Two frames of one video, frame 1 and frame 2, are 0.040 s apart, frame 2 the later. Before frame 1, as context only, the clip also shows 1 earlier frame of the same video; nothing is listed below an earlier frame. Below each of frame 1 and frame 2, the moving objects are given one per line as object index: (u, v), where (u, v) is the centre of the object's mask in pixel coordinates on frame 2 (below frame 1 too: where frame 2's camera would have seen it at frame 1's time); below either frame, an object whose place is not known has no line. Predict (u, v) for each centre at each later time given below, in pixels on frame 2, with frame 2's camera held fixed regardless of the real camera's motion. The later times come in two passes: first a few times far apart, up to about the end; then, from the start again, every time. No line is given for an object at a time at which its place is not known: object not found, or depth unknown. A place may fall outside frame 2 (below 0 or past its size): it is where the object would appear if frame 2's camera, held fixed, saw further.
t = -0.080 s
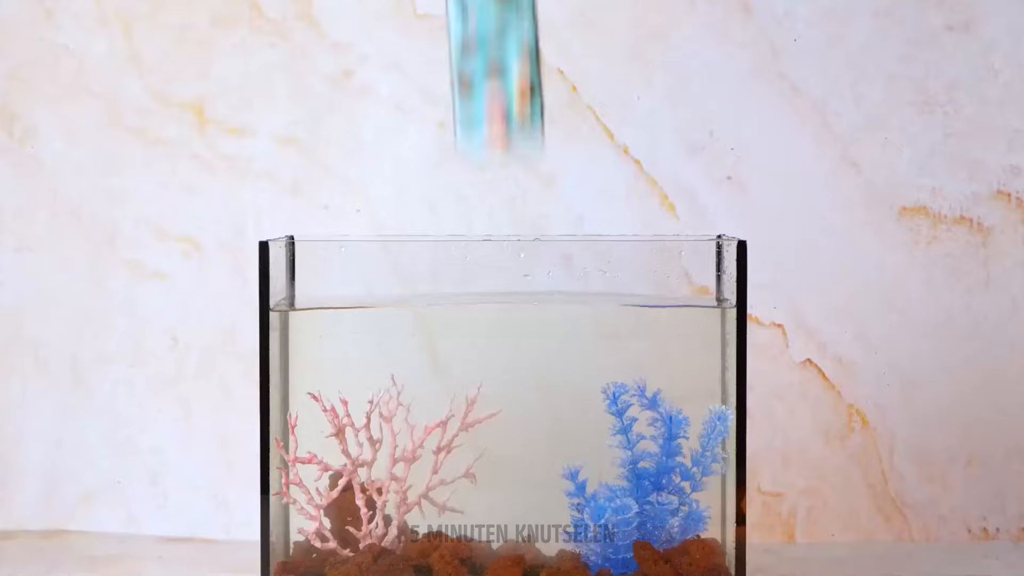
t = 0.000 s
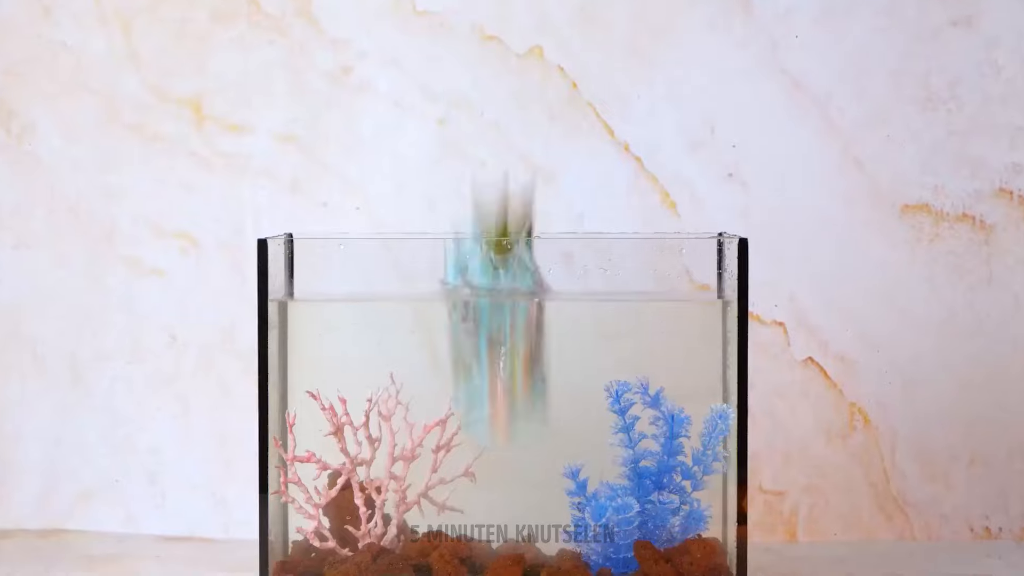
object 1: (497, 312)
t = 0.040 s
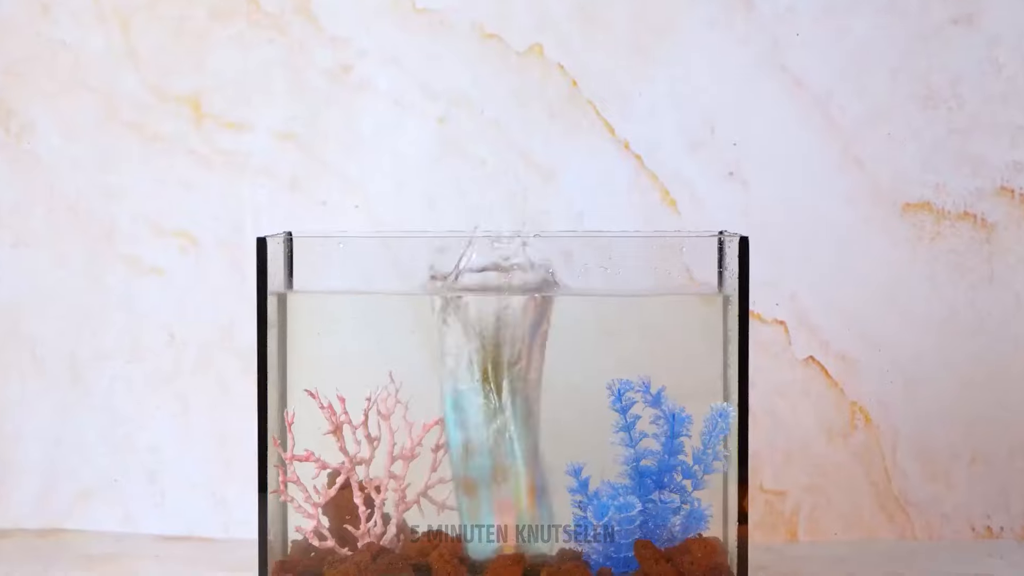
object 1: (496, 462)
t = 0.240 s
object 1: (537, 438)
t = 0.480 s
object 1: (537, 457)
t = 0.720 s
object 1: (528, 457)
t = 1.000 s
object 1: (535, 459)
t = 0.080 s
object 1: (503, 451)
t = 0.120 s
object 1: (513, 435)
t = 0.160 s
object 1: (523, 429)
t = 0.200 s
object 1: (532, 429)
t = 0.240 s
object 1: (537, 438)
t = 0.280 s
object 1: (542, 450)
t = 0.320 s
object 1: (543, 463)
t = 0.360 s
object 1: (544, 464)
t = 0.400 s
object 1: (543, 456)
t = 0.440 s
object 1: (541, 455)
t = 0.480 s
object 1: (537, 457)
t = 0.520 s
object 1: (534, 457)
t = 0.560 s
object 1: (531, 457)
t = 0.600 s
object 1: (529, 457)
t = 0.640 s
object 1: (529, 457)
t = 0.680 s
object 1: (528, 457)
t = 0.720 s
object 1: (528, 457)
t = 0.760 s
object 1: (529, 457)
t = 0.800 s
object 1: (529, 457)
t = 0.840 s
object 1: (531, 458)
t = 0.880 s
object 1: (532, 458)
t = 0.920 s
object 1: (533, 458)
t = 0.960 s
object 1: (534, 458)
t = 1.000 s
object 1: (535, 459)
